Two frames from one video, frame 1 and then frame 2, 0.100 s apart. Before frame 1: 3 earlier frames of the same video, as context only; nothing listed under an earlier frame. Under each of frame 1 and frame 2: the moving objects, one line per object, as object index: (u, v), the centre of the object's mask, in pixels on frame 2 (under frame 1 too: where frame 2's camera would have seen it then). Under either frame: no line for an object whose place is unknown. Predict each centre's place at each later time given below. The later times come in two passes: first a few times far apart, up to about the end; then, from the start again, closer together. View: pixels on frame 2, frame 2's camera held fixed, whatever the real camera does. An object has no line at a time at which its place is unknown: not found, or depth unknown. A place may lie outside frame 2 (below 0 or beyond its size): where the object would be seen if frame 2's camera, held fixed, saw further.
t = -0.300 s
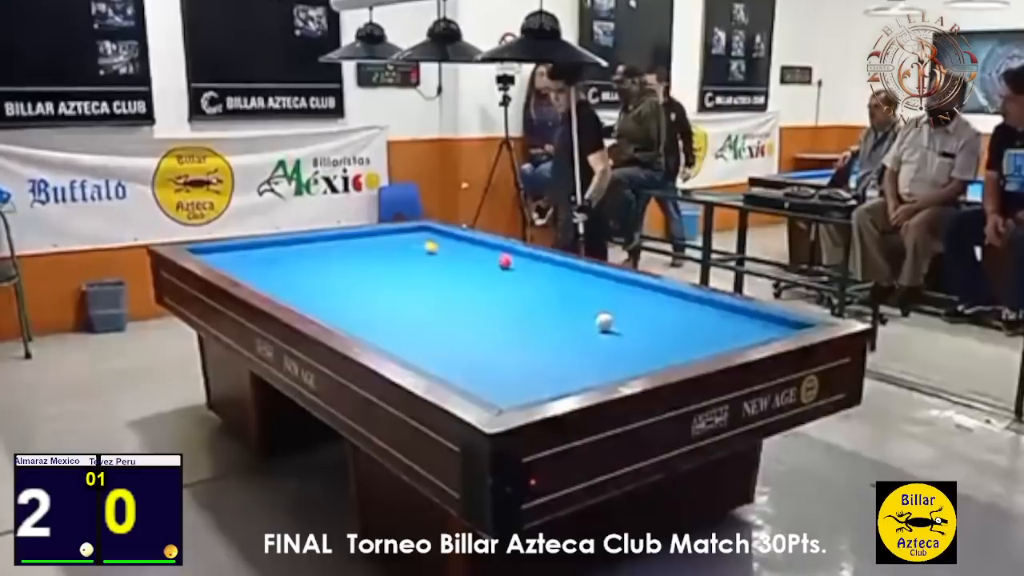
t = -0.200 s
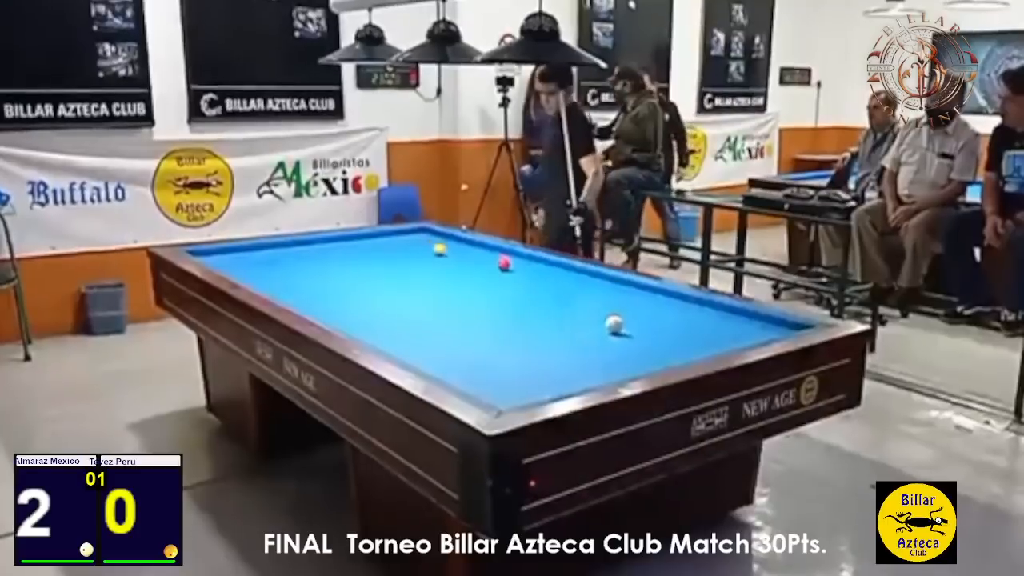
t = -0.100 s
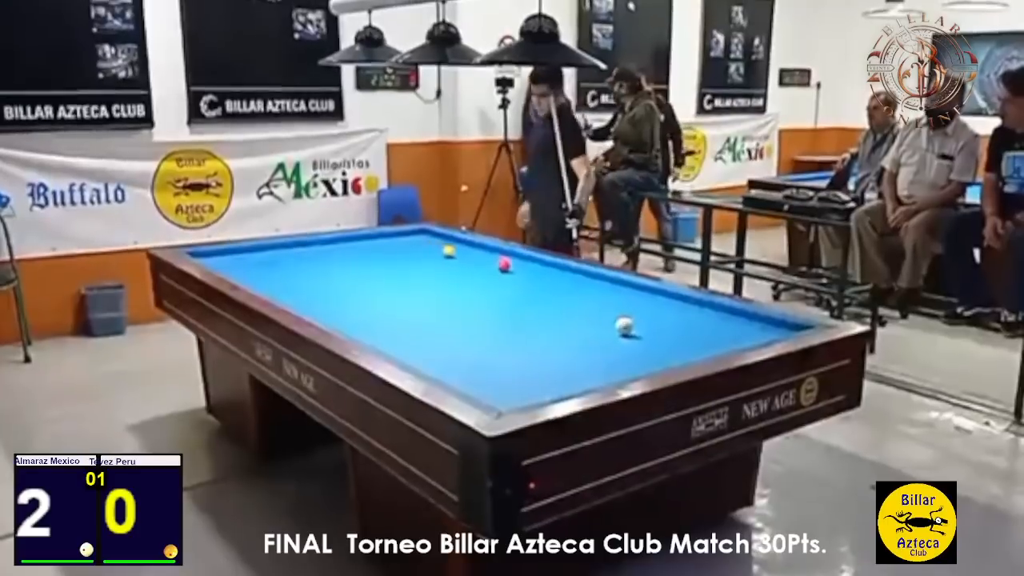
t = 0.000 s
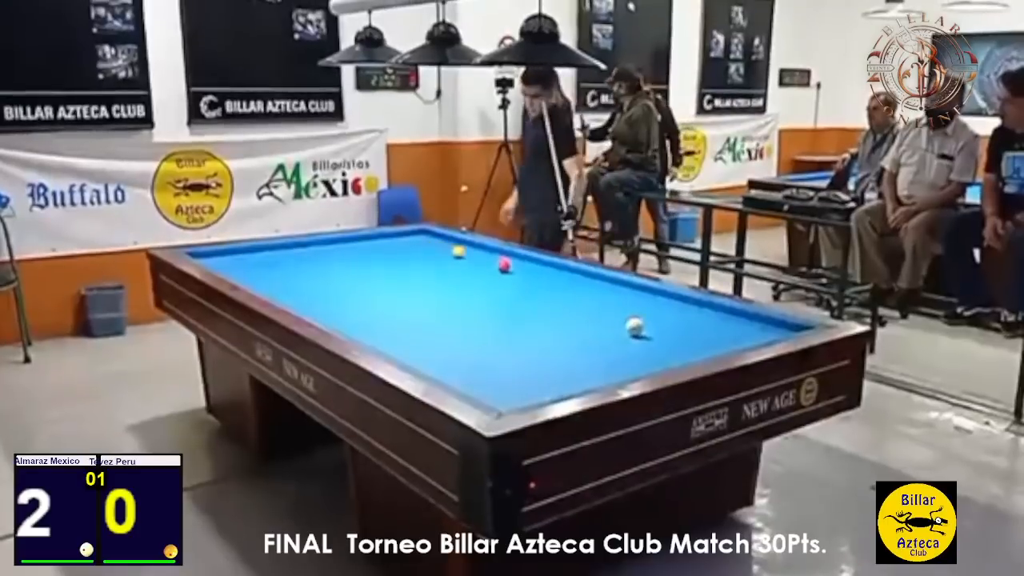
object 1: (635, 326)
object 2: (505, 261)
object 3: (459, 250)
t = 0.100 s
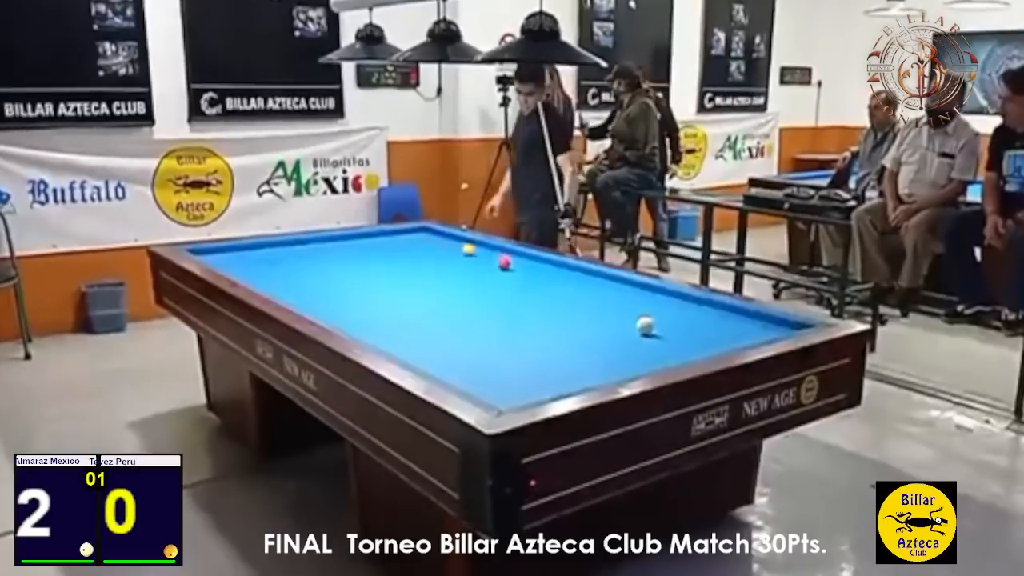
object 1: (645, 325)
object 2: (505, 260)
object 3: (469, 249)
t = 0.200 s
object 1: (655, 327)
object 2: (505, 261)
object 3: (477, 250)
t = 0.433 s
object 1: (679, 328)
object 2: (506, 261)
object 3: (499, 250)
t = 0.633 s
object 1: (698, 329)
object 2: (505, 262)
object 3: (511, 250)
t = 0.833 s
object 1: (717, 330)
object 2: (505, 262)
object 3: (511, 252)
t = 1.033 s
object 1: (737, 331)
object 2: (504, 262)
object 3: (511, 255)
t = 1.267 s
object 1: (758, 332)
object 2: (504, 262)
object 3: (511, 257)
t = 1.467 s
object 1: (775, 331)
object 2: (504, 262)
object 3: (512, 259)
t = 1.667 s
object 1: (779, 330)
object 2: (502, 262)
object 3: (513, 261)
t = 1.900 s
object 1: (779, 328)
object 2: (499, 263)
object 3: (517, 263)
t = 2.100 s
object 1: (778, 327)
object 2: (497, 265)
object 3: (519, 263)
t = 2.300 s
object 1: (778, 325)
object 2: (495, 266)
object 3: (522, 264)
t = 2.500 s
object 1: (776, 322)
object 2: (492, 267)
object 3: (525, 265)
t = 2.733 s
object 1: (775, 320)
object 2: (490, 269)
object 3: (527, 266)
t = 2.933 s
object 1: (771, 319)
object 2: (488, 269)
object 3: (529, 266)
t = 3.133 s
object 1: (766, 318)
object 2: (487, 269)
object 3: (531, 267)
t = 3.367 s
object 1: (761, 318)
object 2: (485, 270)
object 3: (532, 266)
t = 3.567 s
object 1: (757, 318)
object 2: (484, 271)
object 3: (533, 267)
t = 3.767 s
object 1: (755, 318)
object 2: (482, 272)
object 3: (534, 267)
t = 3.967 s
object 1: (752, 318)
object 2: (481, 273)
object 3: (535, 267)
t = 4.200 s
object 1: (750, 318)
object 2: (480, 273)
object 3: (535, 267)
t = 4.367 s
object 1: (749, 318)
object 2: (479, 273)
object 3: (535, 267)
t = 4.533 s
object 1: (749, 317)
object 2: (480, 273)
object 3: (535, 267)
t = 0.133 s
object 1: (649, 326)
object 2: (505, 261)
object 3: (471, 249)
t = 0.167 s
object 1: (652, 327)
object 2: (505, 261)
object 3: (474, 250)
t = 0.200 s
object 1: (655, 327)
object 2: (505, 261)
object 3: (477, 250)
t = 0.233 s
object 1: (659, 327)
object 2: (505, 260)
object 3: (480, 250)
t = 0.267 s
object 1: (662, 326)
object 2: (505, 261)
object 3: (483, 250)
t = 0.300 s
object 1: (665, 327)
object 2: (505, 261)
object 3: (486, 250)
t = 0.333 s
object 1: (669, 328)
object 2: (505, 261)
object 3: (489, 250)
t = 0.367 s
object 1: (672, 327)
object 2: (505, 261)
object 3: (492, 250)
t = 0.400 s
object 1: (675, 328)
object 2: (505, 261)
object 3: (496, 249)
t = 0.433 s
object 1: (679, 328)
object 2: (506, 261)
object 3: (499, 250)
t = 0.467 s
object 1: (682, 328)
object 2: (506, 261)
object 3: (501, 250)
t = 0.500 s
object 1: (685, 328)
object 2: (505, 261)
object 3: (504, 249)
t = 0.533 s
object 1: (688, 328)
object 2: (505, 261)
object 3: (507, 249)
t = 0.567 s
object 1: (692, 328)
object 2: (505, 262)
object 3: (510, 250)
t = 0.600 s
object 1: (694, 329)
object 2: (505, 262)
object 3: (511, 250)
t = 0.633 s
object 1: (698, 329)
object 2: (505, 262)
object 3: (511, 250)
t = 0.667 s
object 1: (701, 329)
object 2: (505, 262)
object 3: (511, 250)
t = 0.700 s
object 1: (704, 329)
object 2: (505, 262)
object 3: (511, 250)
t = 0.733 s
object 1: (708, 329)
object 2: (505, 262)
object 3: (511, 251)
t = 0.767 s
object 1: (711, 330)
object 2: (505, 262)
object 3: (511, 251)
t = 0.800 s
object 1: (714, 330)
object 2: (505, 262)
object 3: (511, 252)
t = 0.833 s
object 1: (717, 330)
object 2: (505, 262)
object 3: (511, 252)
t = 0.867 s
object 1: (721, 330)
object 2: (505, 262)
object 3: (511, 253)
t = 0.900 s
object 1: (724, 331)
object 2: (505, 262)
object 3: (511, 253)
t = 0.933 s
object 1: (727, 331)
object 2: (505, 262)
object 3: (511, 253)
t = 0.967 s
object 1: (730, 331)
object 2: (505, 262)
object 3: (511, 254)
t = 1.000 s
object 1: (733, 331)
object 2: (505, 262)
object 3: (511, 254)
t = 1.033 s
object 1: (737, 331)
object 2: (504, 262)
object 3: (511, 255)
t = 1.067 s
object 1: (740, 332)
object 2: (504, 262)
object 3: (511, 255)
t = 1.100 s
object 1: (742, 332)
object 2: (504, 262)
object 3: (511, 255)
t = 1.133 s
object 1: (746, 332)
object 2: (505, 262)
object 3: (511, 256)
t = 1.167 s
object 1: (749, 332)
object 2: (505, 262)
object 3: (511, 256)
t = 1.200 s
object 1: (752, 332)
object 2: (504, 262)
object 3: (511, 256)
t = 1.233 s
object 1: (755, 332)
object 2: (504, 262)
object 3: (511, 257)
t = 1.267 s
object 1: (758, 332)
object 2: (504, 262)
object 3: (511, 257)
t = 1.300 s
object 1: (761, 332)
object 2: (504, 262)
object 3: (511, 258)
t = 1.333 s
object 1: (764, 332)
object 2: (504, 262)
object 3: (511, 258)
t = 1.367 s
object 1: (766, 332)
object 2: (504, 262)
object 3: (511, 258)
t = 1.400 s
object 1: (770, 331)
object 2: (504, 262)
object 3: (512, 258)
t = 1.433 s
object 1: (772, 332)
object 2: (504, 262)
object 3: (512, 259)
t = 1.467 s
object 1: (775, 331)
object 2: (504, 262)
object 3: (512, 259)
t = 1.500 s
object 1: (777, 331)
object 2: (503, 262)
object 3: (512, 260)
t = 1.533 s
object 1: (779, 331)
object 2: (503, 263)
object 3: (512, 260)
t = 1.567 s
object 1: (779, 331)
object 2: (503, 262)
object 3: (512, 261)
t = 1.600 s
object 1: (779, 331)
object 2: (502, 263)
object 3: (512, 261)
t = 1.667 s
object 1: (779, 330)
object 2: (502, 262)
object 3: (513, 261)
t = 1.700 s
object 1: (779, 330)
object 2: (501, 262)
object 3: (513, 262)
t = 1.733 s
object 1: (779, 330)
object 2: (501, 263)
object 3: (513, 262)
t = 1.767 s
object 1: (779, 329)
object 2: (501, 262)
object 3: (515, 262)
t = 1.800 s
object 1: (778, 329)
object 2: (500, 263)
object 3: (515, 262)
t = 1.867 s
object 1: (779, 328)
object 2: (500, 263)
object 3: (516, 263)
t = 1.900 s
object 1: (779, 328)
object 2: (499, 263)
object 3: (517, 263)
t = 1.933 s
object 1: (778, 328)
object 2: (499, 264)
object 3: (517, 263)
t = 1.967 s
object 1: (778, 328)
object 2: (498, 264)
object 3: (518, 263)
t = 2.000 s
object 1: (778, 328)
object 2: (498, 264)
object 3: (518, 263)
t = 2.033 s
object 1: (778, 327)
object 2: (497, 264)
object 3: (518, 263)
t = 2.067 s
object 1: (778, 327)
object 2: (497, 264)
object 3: (519, 263)
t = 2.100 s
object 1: (778, 327)
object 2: (497, 265)
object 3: (519, 263)
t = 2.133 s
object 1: (778, 327)
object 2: (496, 265)
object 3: (520, 264)
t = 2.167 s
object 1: (778, 326)
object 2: (496, 265)
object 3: (520, 263)
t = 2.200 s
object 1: (778, 326)
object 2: (496, 265)
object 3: (521, 264)
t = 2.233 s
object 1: (778, 326)
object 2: (495, 266)
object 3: (521, 264)
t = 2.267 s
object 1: (778, 325)
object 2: (495, 266)
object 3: (522, 264)
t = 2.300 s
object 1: (778, 325)
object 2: (495, 266)
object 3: (522, 264)
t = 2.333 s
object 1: (777, 324)
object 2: (494, 266)
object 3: (523, 264)
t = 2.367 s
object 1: (777, 324)
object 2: (494, 266)
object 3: (523, 264)
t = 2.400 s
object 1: (777, 324)
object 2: (493, 266)
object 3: (524, 264)
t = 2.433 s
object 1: (777, 323)
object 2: (493, 266)
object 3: (524, 264)
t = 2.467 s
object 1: (777, 323)
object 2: (492, 267)
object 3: (524, 265)
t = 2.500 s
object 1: (776, 322)
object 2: (492, 267)
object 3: (525, 265)
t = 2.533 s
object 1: (777, 322)
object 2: (492, 267)
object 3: (525, 265)
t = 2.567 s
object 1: (776, 322)
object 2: (491, 268)
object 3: (526, 265)
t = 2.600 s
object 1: (776, 321)
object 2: (491, 268)
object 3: (526, 265)
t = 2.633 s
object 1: (776, 321)
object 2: (491, 268)
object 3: (526, 265)
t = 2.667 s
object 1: (776, 321)
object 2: (491, 268)
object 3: (527, 265)
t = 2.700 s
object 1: (775, 320)
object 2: (490, 269)
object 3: (527, 265)
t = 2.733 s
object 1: (775, 320)
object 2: (490, 269)
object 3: (527, 266)
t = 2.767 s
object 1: (775, 320)
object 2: (490, 269)
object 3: (528, 265)
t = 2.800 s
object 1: (774, 320)
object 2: (489, 269)
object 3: (528, 265)
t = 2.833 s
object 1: (773, 320)
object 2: (489, 269)
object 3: (528, 265)
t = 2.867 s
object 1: (773, 320)
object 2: (489, 269)
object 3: (529, 266)
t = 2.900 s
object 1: (771, 319)
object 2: (488, 269)
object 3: (529, 265)
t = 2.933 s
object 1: (771, 319)
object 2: (488, 269)
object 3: (529, 266)
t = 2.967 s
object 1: (770, 319)
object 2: (488, 269)
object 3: (529, 266)
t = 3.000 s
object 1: (769, 319)
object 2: (488, 269)
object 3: (530, 266)
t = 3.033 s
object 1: (768, 319)
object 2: (487, 269)
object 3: (530, 266)
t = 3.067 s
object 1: (767, 319)
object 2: (487, 269)
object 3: (530, 266)
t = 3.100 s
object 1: (767, 318)
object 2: (487, 269)
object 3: (531, 266)
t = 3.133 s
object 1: (766, 318)
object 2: (487, 269)
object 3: (531, 267)
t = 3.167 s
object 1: (765, 318)
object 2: (487, 269)
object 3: (531, 266)
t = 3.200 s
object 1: (764, 318)
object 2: (486, 270)
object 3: (531, 267)
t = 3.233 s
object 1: (764, 318)
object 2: (486, 270)
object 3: (531, 266)
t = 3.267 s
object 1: (763, 318)
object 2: (486, 270)
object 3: (531, 267)
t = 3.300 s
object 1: (762, 319)
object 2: (486, 270)
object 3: (532, 267)
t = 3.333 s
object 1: (762, 318)
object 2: (486, 270)
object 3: (532, 267)
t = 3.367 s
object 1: (761, 318)
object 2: (485, 270)
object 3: (532, 266)
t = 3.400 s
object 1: (760, 318)
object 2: (485, 270)
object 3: (532, 266)
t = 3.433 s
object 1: (760, 318)
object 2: (485, 271)
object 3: (533, 267)
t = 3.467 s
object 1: (759, 318)
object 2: (485, 271)
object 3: (533, 267)
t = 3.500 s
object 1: (759, 318)
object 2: (485, 271)
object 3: (533, 267)
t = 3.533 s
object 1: (758, 318)
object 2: (485, 271)
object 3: (533, 267)
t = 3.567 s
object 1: (757, 318)
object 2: (484, 271)
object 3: (533, 267)
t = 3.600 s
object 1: (757, 318)
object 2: (484, 271)
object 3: (534, 267)
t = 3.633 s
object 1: (756, 318)
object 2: (484, 271)
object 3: (534, 267)
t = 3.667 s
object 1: (756, 318)
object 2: (483, 272)
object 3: (534, 267)
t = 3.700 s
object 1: (756, 318)
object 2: (482, 272)
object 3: (534, 267)
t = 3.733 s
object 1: (755, 318)
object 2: (482, 272)
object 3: (534, 267)
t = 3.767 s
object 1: (755, 318)
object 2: (482, 272)
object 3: (534, 267)
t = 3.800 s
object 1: (754, 318)
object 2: (481, 273)
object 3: (534, 267)
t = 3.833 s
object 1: (754, 318)
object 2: (481, 273)
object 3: (534, 267)
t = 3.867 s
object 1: (753, 318)
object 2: (481, 273)
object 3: (534, 267)
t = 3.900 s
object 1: (753, 318)
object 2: (481, 273)
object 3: (535, 267)
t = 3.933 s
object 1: (753, 318)
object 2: (481, 273)
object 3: (535, 267)
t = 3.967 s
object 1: (752, 318)
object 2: (481, 273)
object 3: (535, 267)
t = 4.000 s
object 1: (752, 318)
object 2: (481, 273)
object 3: (535, 267)
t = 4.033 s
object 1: (752, 318)
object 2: (481, 273)
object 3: (535, 267)
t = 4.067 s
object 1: (752, 318)
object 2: (481, 273)
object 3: (535, 267)
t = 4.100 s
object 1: (752, 318)
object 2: (481, 273)
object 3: (535, 267)
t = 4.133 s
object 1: (751, 318)
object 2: (480, 273)
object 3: (535, 267)
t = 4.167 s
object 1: (751, 318)
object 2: (480, 273)
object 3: (535, 267)
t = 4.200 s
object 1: (750, 318)
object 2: (480, 273)
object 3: (535, 267)
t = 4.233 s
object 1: (751, 318)
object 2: (480, 273)
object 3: (535, 267)
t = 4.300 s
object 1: (750, 318)
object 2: (480, 273)
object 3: (535, 267)
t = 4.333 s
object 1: (750, 318)
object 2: (480, 273)
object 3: (535, 267)
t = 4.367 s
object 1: (749, 318)
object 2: (479, 273)
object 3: (535, 267)
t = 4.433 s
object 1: (750, 317)
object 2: (479, 273)
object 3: (535, 267)
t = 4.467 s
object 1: (749, 317)
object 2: (479, 274)
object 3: (535, 267)
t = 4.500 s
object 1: (749, 318)
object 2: (479, 274)
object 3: (535, 267)
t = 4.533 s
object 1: (749, 317)
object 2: (480, 273)
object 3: (535, 267)
